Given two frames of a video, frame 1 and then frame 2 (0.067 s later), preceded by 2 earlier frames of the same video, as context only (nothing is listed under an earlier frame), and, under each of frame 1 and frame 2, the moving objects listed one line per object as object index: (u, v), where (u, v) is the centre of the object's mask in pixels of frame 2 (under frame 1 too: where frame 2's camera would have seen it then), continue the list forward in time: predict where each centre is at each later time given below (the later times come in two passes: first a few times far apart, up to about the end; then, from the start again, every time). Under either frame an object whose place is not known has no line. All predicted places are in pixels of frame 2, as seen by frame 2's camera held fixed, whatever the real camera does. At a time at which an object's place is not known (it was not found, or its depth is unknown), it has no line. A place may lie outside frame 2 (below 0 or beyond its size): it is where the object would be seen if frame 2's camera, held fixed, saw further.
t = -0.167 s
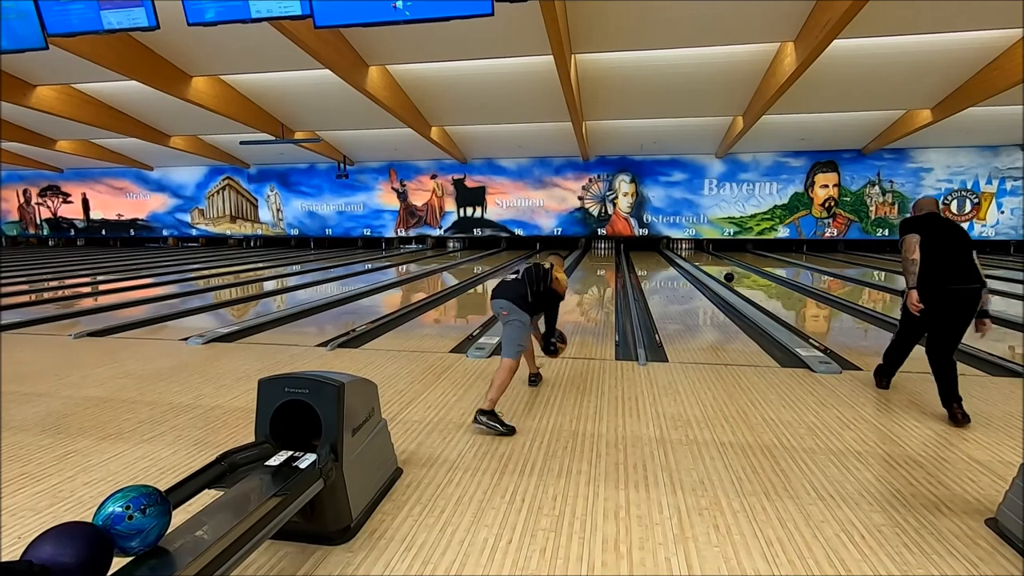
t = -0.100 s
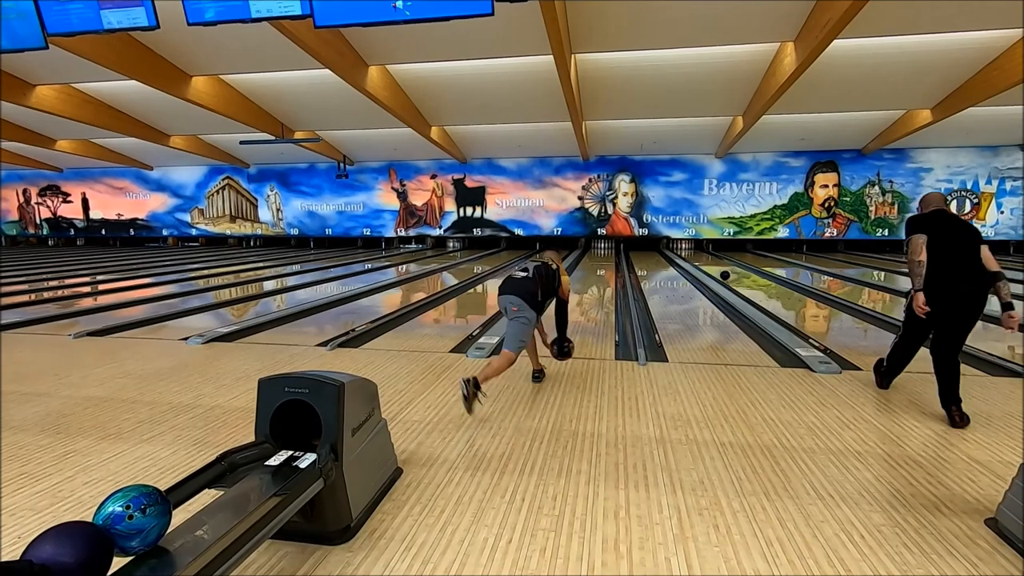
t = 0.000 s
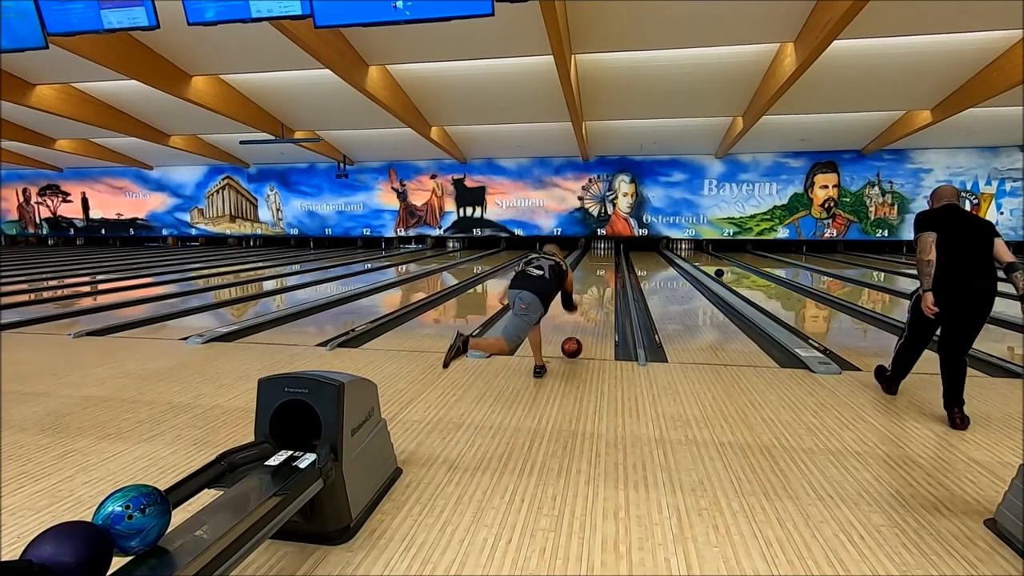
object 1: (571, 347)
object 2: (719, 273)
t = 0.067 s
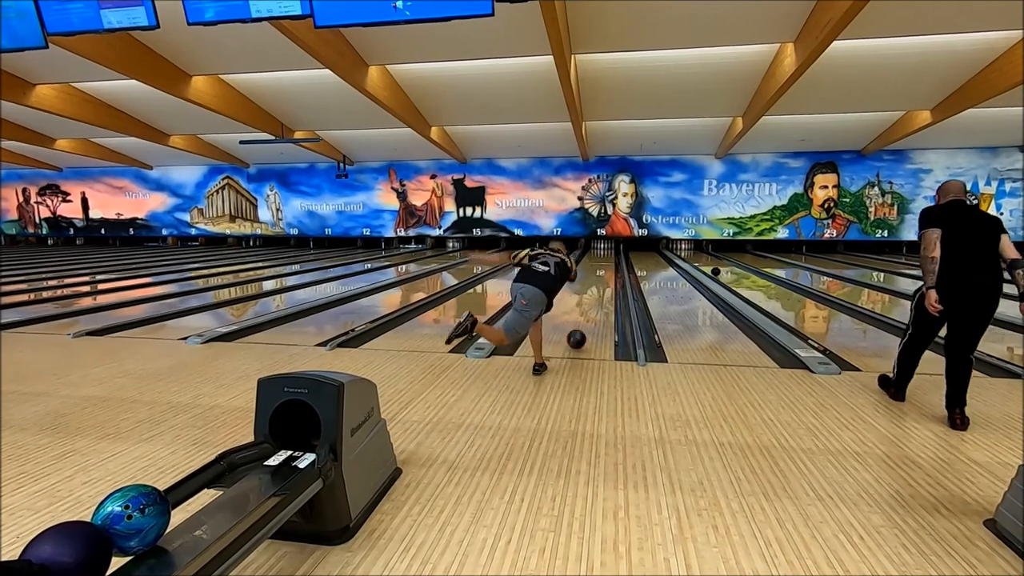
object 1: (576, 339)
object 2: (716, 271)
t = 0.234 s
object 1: (585, 319)
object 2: (708, 268)
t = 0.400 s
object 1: (592, 305)
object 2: (702, 264)
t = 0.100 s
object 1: (578, 333)
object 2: (714, 270)
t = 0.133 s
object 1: (580, 330)
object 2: (712, 270)
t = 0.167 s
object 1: (582, 326)
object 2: (711, 269)
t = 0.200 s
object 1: (584, 323)
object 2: (709, 268)
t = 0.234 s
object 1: (585, 319)
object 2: (708, 268)
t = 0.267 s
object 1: (587, 316)
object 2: (707, 267)
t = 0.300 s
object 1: (588, 313)
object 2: (705, 266)
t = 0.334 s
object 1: (589, 310)
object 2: (704, 266)
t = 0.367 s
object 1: (591, 307)
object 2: (703, 265)
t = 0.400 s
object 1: (592, 305)
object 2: (702, 264)
